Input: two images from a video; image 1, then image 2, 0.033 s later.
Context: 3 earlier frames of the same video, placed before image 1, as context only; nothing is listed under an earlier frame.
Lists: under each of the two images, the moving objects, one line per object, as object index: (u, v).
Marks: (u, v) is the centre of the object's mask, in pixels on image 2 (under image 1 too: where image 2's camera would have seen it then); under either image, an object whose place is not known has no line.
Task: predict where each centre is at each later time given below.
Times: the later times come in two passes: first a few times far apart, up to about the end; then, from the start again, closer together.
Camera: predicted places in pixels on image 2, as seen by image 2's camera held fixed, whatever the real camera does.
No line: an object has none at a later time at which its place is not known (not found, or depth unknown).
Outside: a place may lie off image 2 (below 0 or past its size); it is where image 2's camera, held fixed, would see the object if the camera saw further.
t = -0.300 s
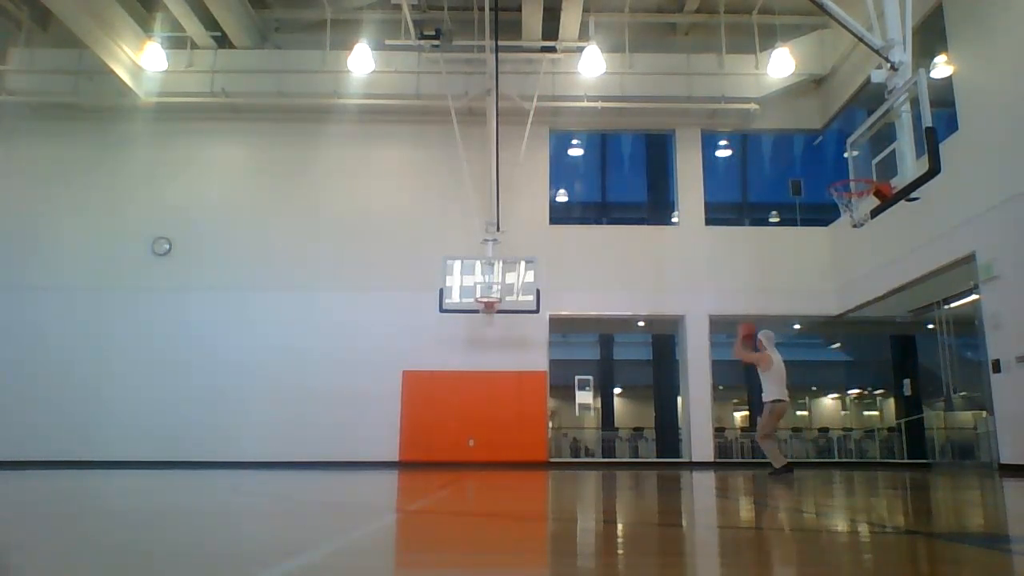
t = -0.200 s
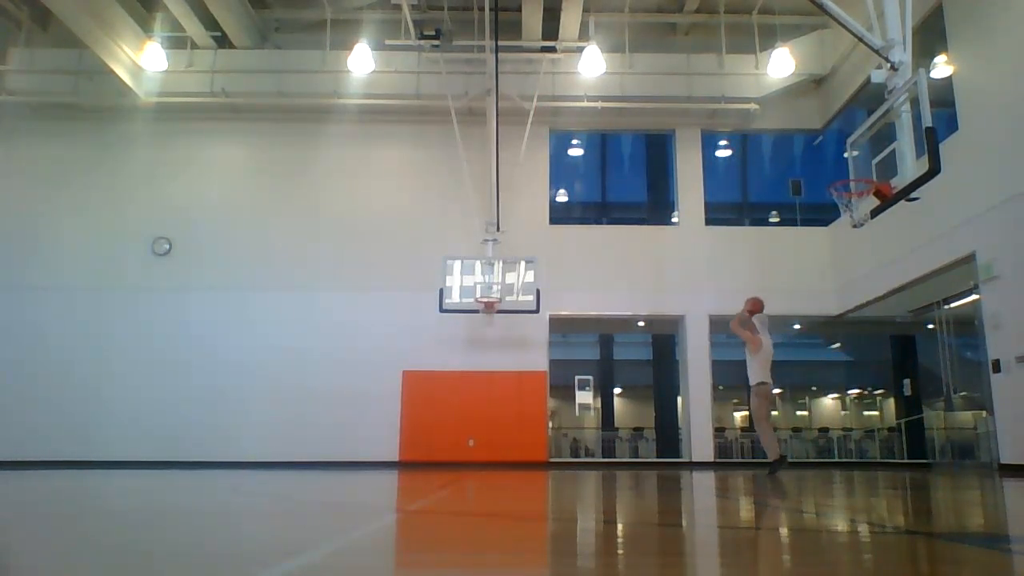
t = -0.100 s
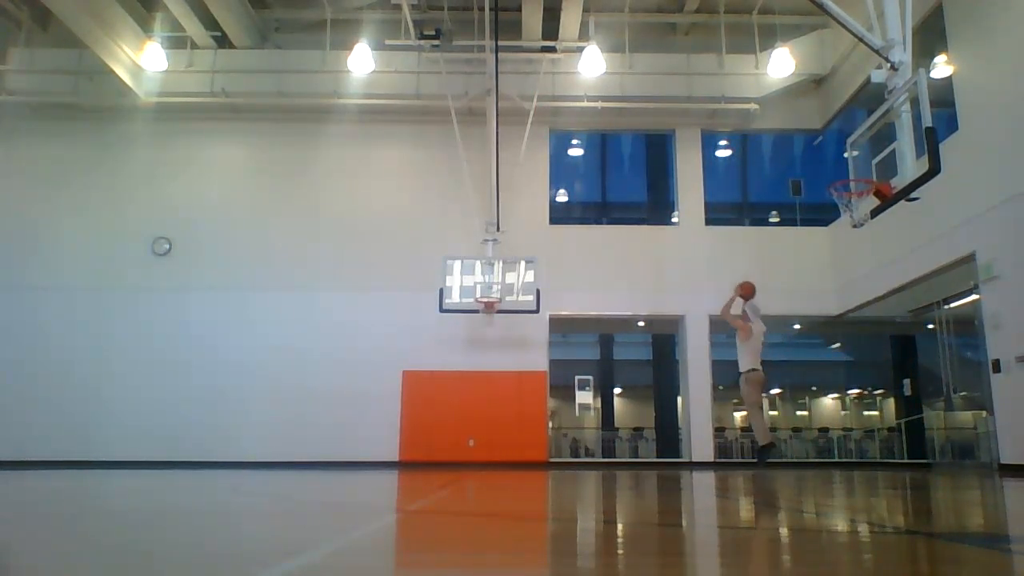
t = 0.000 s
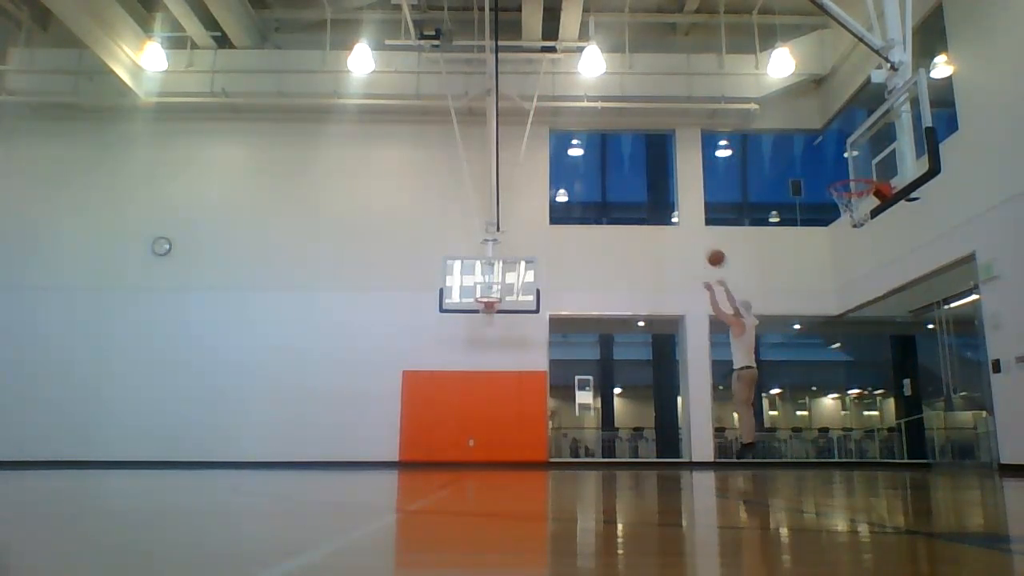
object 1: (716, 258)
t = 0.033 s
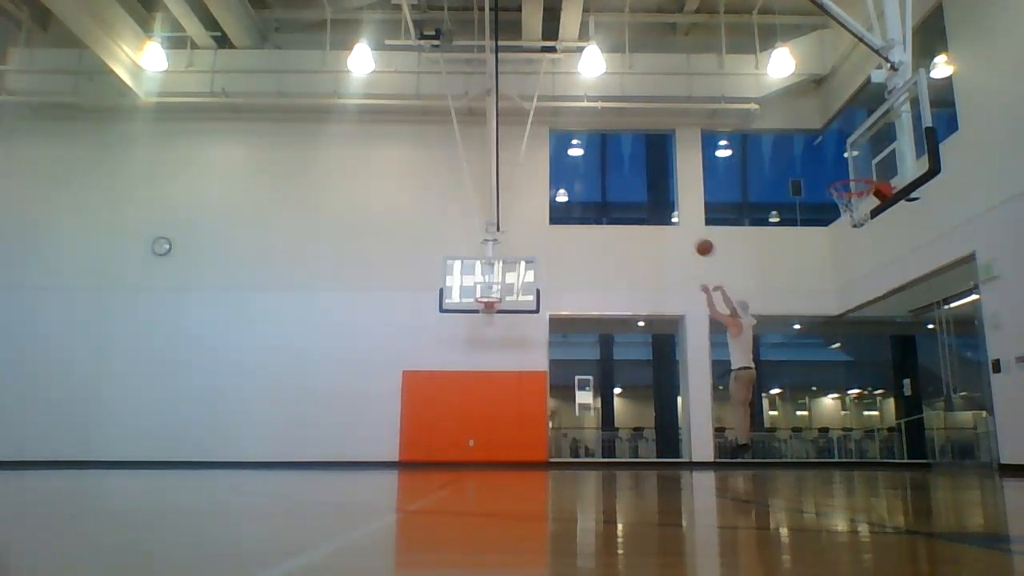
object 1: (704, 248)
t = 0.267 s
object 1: (635, 203)
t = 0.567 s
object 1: (564, 202)
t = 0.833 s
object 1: (512, 240)
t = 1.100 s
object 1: (473, 289)
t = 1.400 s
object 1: (456, 280)
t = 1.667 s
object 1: (439, 298)
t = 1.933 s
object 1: (421, 359)
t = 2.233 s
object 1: (399, 448)
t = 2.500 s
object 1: (385, 379)
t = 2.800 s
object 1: (368, 351)
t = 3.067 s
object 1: (350, 372)
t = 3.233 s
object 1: (338, 407)
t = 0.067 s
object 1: (693, 238)
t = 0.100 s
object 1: (682, 230)
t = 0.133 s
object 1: (672, 223)
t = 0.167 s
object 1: (662, 216)
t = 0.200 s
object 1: (652, 211)
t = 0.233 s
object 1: (643, 207)
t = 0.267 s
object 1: (635, 203)
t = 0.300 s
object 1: (626, 200)
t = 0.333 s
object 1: (617, 198)
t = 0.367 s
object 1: (609, 197)
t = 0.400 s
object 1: (601, 197)
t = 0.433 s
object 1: (594, 196)
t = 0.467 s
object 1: (585, 197)
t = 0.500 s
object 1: (578, 198)
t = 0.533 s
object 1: (570, 200)
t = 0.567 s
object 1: (564, 202)
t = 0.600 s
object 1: (556, 207)
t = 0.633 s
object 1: (551, 208)
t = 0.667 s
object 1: (544, 212)
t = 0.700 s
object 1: (537, 216)
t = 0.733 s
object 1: (531, 222)
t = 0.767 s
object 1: (525, 227)
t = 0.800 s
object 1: (518, 233)
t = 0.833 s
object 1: (512, 240)
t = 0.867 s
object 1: (506, 247)
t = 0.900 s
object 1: (501, 254)
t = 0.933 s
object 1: (495, 262)
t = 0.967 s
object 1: (490, 270)
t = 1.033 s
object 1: (479, 289)
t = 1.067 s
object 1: (475, 291)
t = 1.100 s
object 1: (473, 289)
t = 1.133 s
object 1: (471, 287)
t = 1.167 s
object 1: (469, 286)
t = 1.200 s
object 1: (466, 285)
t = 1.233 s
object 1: (464, 284)
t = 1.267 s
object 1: (462, 283)
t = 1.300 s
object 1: (461, 281)
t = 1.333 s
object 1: (459, 280)
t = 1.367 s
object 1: (457, 280)
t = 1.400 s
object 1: (456, 280)
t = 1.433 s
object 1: (453, 279)
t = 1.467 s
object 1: (451, 280)
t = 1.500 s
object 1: (448, 282)
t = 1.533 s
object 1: (447, 284)
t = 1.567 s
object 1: (445, 287)
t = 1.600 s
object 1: (443, 290)
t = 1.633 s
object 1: (441, 294)
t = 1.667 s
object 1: (439, 298)
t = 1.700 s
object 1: (437, 304)
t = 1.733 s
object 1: (435, 310)
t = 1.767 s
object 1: (432, 316)
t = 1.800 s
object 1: (430, 323)
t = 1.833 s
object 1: (428, 331)
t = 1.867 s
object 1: (426, 340)
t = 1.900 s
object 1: (423, 349)
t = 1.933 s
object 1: (421, 359)
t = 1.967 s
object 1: (418, 371)
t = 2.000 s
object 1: (416, 382)
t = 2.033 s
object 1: (414, 396)
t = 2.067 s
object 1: (411, 409)
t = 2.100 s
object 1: (408, 423)
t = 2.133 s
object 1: (406, 438)
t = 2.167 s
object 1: (403, 455)
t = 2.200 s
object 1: (401, 459)
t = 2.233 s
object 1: (399, 448)
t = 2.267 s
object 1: (398, 437)
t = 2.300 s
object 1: (395, 427)
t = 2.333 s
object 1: (394, 417)
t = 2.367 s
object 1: (393, 408)
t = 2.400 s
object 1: (391, 400)
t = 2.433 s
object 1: (389, 392)
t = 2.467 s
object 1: (387, 385)
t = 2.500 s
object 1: (385, 379)
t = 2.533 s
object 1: (383, 373)
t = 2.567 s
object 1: (382, 368)
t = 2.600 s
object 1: (380, 364)
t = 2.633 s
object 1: (378, 360)
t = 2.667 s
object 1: (376, 357)
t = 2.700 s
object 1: (374, 355)
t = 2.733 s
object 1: (372, 353)
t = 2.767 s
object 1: (370, 352)
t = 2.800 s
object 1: (368, 351)
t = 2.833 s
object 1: (366, 352)
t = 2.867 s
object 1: (364, 352)
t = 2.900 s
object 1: (362, 354)
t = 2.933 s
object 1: (359, 356)
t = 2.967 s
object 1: (357, 359)
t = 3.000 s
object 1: (355, 362)
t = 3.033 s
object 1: (353, 367)
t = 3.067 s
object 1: (350, 372)
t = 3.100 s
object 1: (348, 377)
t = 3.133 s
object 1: (345, 384)
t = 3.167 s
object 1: (343, 390)
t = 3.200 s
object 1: (340, 398)
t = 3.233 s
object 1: (338, 407)
